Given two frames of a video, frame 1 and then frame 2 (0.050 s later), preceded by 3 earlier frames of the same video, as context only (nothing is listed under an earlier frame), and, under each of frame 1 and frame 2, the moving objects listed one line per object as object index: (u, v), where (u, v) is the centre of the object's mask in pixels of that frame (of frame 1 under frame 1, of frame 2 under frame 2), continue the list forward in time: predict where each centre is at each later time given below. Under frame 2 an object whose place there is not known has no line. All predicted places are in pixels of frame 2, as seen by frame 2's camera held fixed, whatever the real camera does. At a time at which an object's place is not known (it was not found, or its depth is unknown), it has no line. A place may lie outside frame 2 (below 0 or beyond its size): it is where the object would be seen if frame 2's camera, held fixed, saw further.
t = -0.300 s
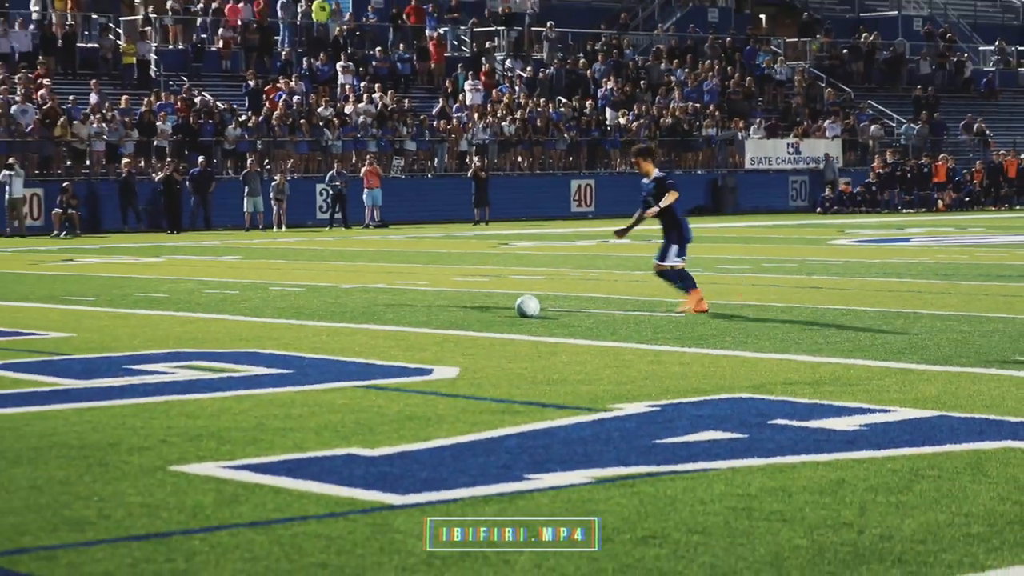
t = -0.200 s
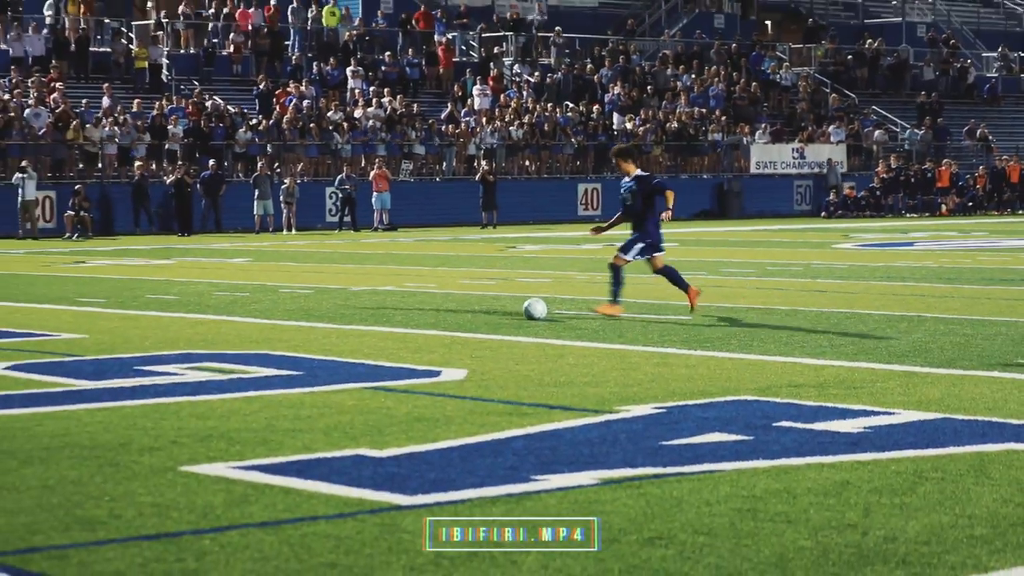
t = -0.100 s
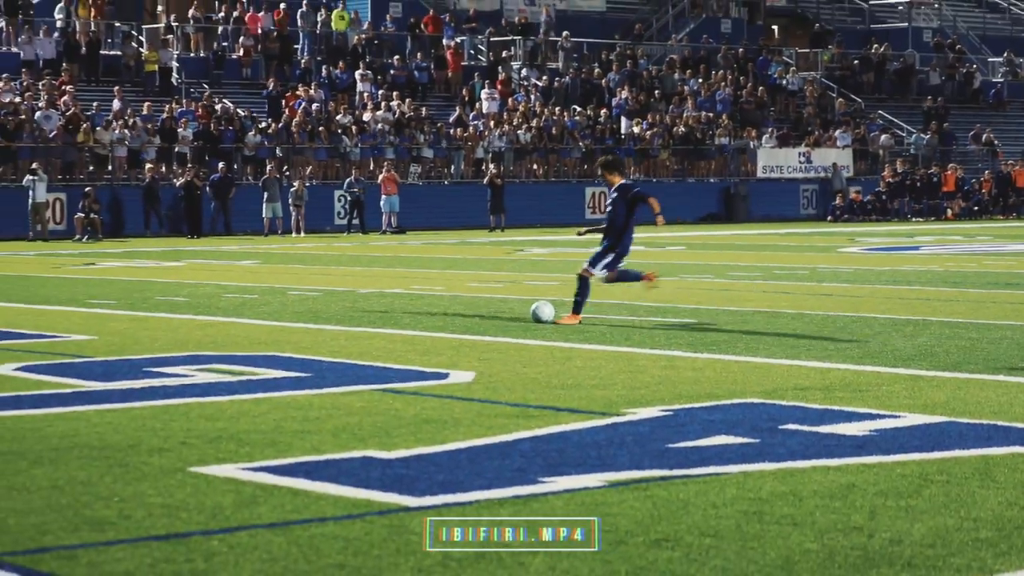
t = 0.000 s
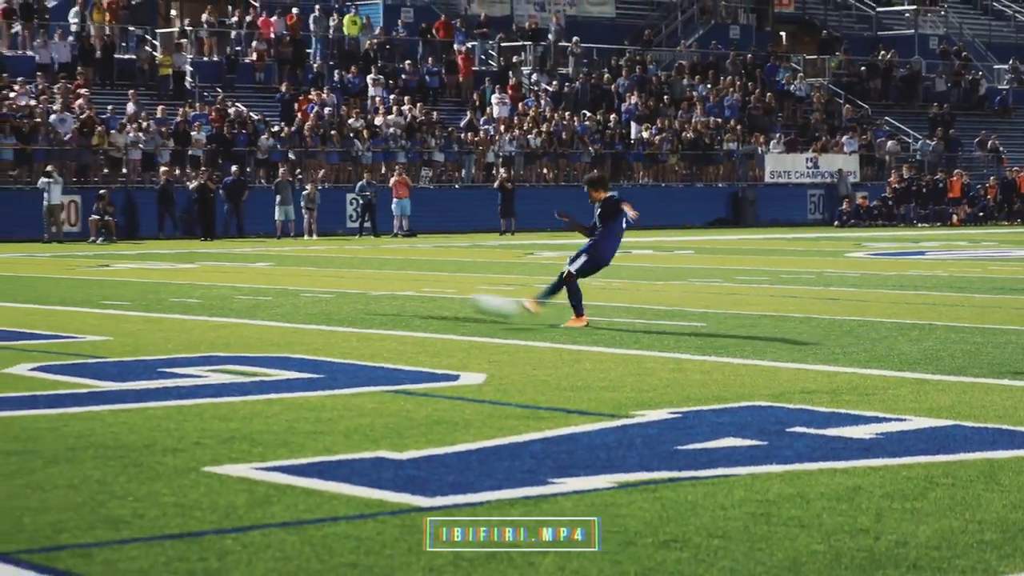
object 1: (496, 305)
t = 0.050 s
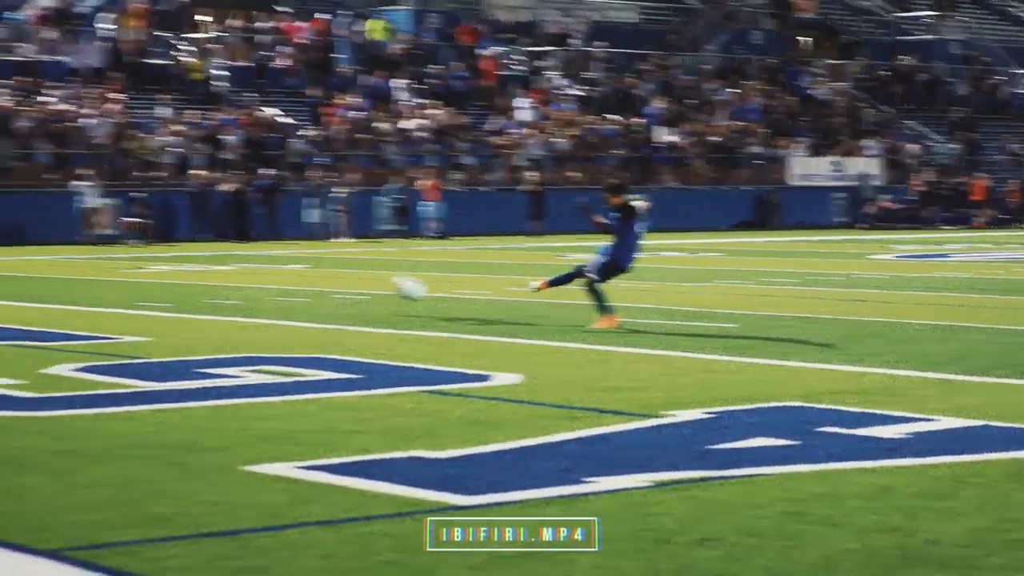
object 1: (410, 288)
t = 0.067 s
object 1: (374, 282)
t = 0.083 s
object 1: (337, 276)
